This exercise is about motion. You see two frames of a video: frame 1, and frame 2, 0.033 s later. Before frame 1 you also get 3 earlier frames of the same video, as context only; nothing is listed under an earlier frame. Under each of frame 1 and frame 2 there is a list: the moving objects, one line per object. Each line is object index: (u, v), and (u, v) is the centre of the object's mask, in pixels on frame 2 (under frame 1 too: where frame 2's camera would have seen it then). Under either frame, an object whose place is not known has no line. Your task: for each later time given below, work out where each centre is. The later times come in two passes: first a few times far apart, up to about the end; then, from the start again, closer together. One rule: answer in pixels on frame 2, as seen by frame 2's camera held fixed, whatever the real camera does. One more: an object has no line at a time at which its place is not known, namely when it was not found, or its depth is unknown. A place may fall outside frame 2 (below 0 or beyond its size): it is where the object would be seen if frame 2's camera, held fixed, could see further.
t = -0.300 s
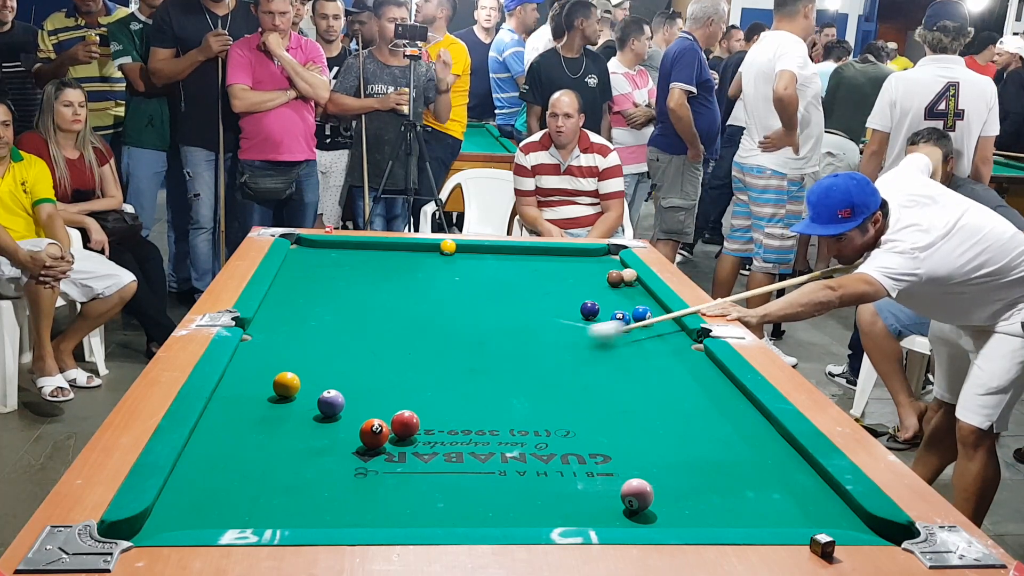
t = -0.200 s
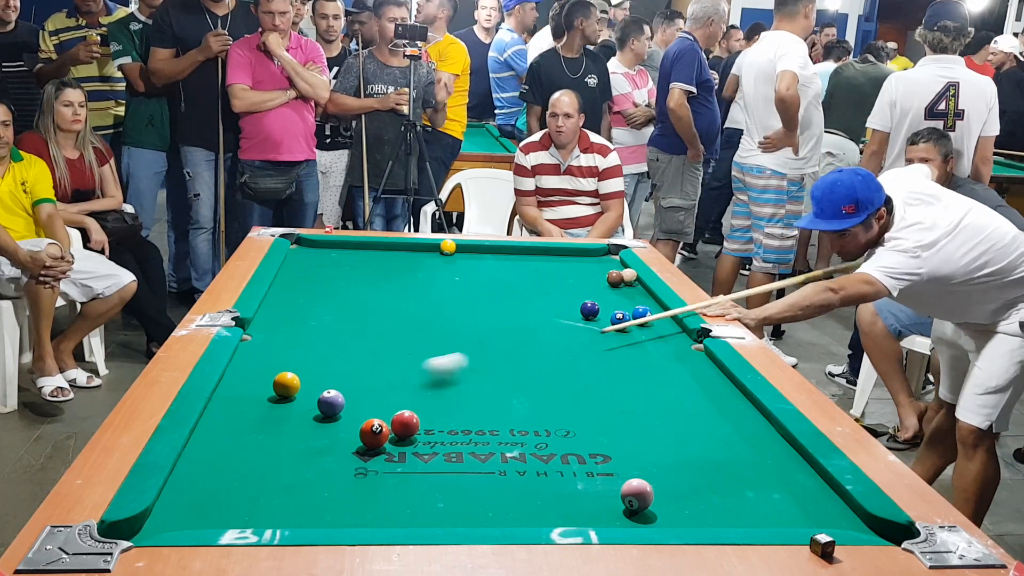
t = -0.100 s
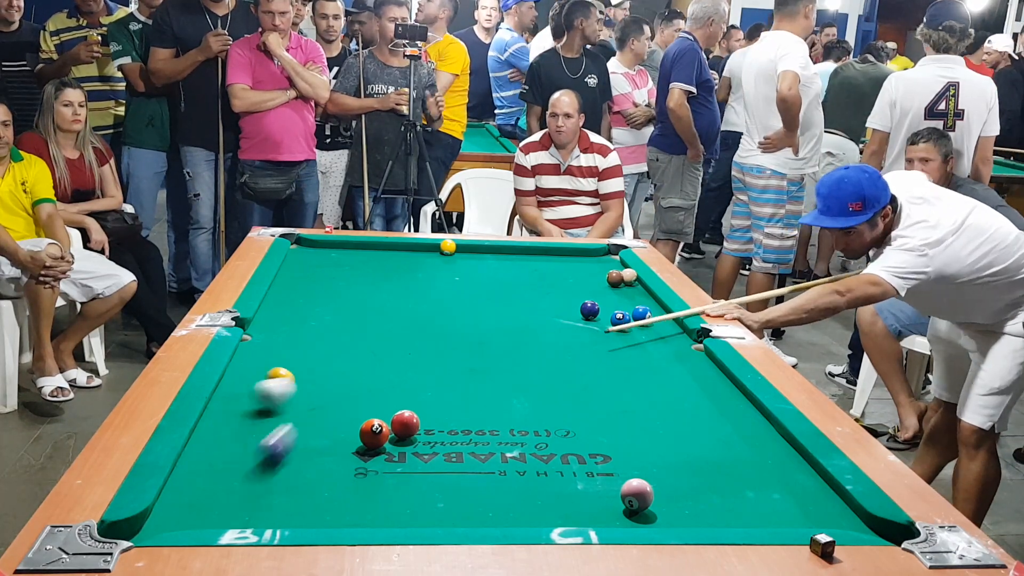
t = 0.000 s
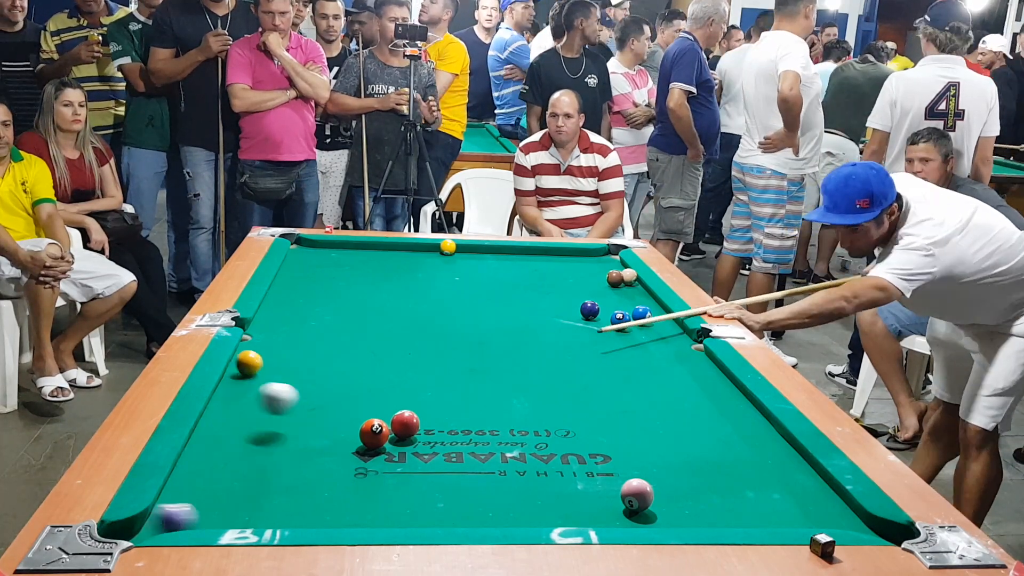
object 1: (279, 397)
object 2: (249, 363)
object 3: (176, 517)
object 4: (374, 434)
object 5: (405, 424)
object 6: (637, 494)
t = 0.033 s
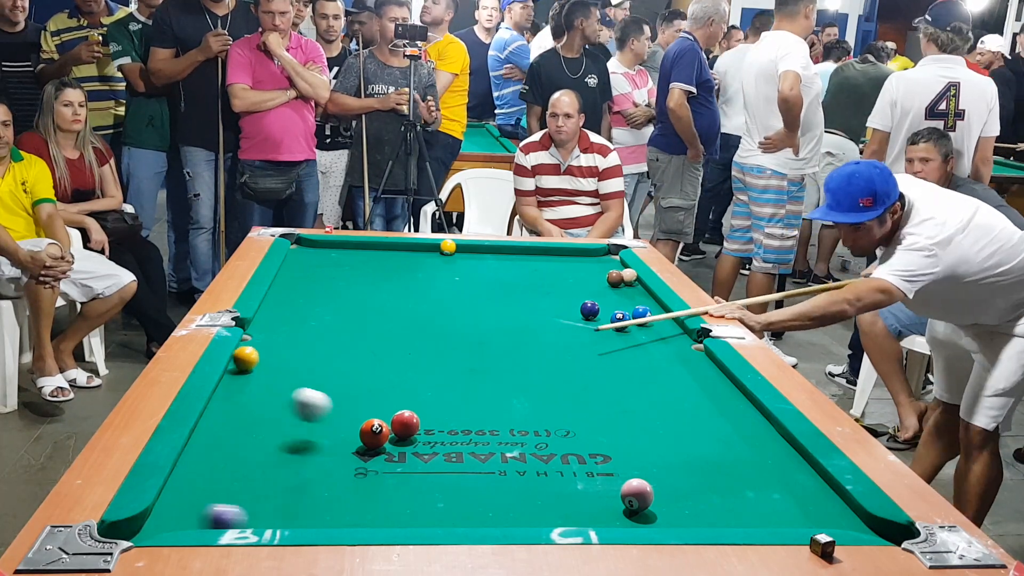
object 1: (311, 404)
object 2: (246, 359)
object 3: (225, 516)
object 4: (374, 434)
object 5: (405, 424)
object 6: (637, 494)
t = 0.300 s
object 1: (416, 506)
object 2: (295, 334)
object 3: (537, 515)
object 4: (510, 464)
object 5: (469, 400)
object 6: (637, 494)
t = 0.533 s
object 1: (477, 475)
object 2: (327, 317)
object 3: (760, 512)
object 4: (611, 490)
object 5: (521, 380)
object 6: (684, 503)
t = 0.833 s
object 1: (536, 432)
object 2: (361, 299)
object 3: (835, 516)
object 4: (657, 504)
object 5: (575, 360)
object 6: (740, 518)
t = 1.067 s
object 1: (571, 405)
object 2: (384, 287)
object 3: (839, 511)
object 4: (667, 507)
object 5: (611, 347)
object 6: (711, 519)
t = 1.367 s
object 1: (608, 376)
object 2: (408, 273)
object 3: (819, 508)
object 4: (652, 502)
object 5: (650, 332)
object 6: (707, 515)
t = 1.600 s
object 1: (631, 359)
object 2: (423, 265)
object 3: (810, 506)
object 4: (644, 500)
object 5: (670, 322)
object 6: (705, 514)
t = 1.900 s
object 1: (656, 340)
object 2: (441, 255)
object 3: (803, 506)
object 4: (642, 499)
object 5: (660, 316)
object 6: (705, 513)
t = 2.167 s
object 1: (675, 326)
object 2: (456, 252)
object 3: (804, 505)
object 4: (643, 499)
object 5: (657, 313)
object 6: (705, 513)
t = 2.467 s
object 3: (805, 506)
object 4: (643, 499)
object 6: (705, 513)
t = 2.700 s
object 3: (805, 506)
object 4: (643, 499)
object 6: (705, 513)
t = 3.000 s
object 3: (805, 506)
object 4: (643, 499)
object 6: (705, 513)
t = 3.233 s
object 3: (805, 506)
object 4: (643, 499)
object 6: (705, 513)
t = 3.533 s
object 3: (805, 506)
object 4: (643, 499)
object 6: (705, 513)
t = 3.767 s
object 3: (805, 506)
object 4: (643, 499)
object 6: (705, 513)
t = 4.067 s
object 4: (643, 499)
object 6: (705, 513)
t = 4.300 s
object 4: (643, 499)
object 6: (705, 513)
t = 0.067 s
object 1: (344, 417)
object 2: (255, 355)
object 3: (271, 516)
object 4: (374, 433)
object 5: (405, 424)
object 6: (637, 495)
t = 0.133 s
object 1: (371, 448)
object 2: (268, 349)
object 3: (359, 516)
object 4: (415, 434)
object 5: (426, 413)
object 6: (637, 494)
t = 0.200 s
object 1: (392, 470)
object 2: (279, 343)
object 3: (436, 516)
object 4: (453, 449)
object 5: (444, 410)
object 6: (637, 495)
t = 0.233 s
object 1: (400, 481)
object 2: (285, 340)
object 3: (471, 515)
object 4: (471, 455)
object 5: (452, 406)
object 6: (637, 494)
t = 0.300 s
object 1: (416, 506)
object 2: (295, 334)
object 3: (537, 515)
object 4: (510, 464)
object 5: (469, 400)
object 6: (637, 494)
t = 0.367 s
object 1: (435, 509)
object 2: (305, 329)
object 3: (603, 514)
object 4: (550, 473)
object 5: (485, 394)
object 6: (637, 495)
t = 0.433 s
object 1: (453, 494)
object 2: (314, 324)
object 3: (667, 513)
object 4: (591, 483)
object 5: (500, 388)
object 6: (637, 494)
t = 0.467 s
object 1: (462, 487)
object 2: (318, 322)
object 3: (698, 513)
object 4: (605, 488)
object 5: (507, 385)
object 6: (643, 494)
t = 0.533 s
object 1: (477, 475)
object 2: (327, 317)
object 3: (760, 512)
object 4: (611, 490)
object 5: (521, 380)
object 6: (684, 503)
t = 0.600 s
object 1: (492, 465)
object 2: (335, 313)
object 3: (820, 512)
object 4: (621, 492)
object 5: (534, 375)
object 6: (719, 511)
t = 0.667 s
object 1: (505, 454)
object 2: (343, 308)
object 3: (840, 515)
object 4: (631, 496)
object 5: (546, 371)
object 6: (750, 515)
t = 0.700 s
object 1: (512, 449)
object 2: (347, 306)
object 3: (825, 518)
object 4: (637, 497)
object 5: (552, 369)
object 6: (765, 517)
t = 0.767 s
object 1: (524, 441)
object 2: (354, 302)
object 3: (822, 518)
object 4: (647, 501)
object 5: (564, 364)
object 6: (763, 519)
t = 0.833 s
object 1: (536, 432)
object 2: (361, 299)
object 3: (835, 516)
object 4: (657, 504)
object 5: (575, 360)
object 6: (740, 518)
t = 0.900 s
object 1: (546, 423)
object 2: (368, 295)
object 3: (843, 514)
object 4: (666, 507)
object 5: (586, 356)
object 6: (724, 517)
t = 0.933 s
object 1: (551, 419)
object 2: (371, 293)
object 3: (847, 513)
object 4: (671, 508)
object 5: (591, 354)
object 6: (716, 517)
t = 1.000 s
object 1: (562, 411)
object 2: (377, 290)
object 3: (845, 512)
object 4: (673, 508)
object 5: (601, 350)
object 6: (710, 518)
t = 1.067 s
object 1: (571, 405)
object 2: (384, 287)
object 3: (839, 511)
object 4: (667, 507)
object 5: (611, 347)
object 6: (711, 519)
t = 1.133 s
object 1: (579, 398)
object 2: (389, 283)
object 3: (834, 511)
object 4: (663, 506)
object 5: (620, 343)
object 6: (710, 518)
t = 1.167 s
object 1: (584, 394)
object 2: (392, 282)
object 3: (832, 510)
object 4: (661, 505)
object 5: (625, 342)
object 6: (710, 518)
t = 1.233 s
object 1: (592, 388)
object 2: (397, 279)
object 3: (827, 510)
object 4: (658, 504)
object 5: (633, 338)
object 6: (708, 517)
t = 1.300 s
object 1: (600, 382)
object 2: (402, 276)
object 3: (823, 509)
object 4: (654, 503)
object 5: (642, 335)
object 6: (708, 516)
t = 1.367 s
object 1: (608, 376)
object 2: (408, 273)
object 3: (819, 508)
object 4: (652, 502)
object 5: (650, 332)
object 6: (707, 515)
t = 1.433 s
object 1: (615, 371)
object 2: (412, 271)
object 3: (816, 507)
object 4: (649, 501)
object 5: (657, 329)
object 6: (706, 515)
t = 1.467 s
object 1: (618, 369)
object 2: (415, 270)
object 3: (815, 507)
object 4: (648, 501)
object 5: (661, 328)
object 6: (706, 514)
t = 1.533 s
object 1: (625, 364)
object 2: (419, 267)
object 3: (812, 507)
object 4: (646, 500)
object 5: (668, 325)
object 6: (705, 514)
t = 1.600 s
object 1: (631, 359)
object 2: (423, 265)
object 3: (810, 506)
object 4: (644, 500)
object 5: (670, 322)
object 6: (705, 514)
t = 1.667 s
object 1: (637, 355)
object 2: (428, 263)
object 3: (808, 506)
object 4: (642, 499)
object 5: (663, 320)
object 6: (705, 513)
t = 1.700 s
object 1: (640, 353)
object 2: (430, 262)
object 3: (807, 506)
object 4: (642, 499)
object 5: (661, 319)
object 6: (705, 513)
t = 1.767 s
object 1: (646, 348)
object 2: (433, 259)
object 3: (805, 505)
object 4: (641, 498)
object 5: (661, 318)
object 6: (705, 513)
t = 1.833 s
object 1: (651, 344)
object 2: (437, 257)
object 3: (804, 506)
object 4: (641, 498)
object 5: (660, 317)
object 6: (705, 513)
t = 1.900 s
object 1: (656, 340)
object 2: (441, 255)
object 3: (803, 506)
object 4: (642, 499)
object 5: (660, 316)
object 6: (705, 513)
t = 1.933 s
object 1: (659, 338)
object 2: (443, 254)
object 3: (803, 506)
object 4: (642, 499)
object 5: (659, 315)
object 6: (705, 513)
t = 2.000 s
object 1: (664, 334)
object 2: (446, 252)
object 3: (803, 505)
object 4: (642, 499)
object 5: (659, 314)
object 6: (705, 513)
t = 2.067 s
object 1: (669, 331)
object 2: (450, 251)
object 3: (804, 506)
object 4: (643, 499)
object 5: (658, 313)
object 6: (705, 513)
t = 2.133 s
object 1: (673, 327)
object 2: (453, 252)
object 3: (804, 505)
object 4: (643, 499)
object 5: (657, 313)
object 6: (705, 513)
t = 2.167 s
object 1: (675, 326)
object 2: (456, 252)
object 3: (804, 505)
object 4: (643, 499)
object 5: (657, 313)
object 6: (705, 513)
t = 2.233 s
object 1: (669, 323)
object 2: (459, 253)
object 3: (805, 506)
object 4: (643, 499)
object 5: (655, 311)
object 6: (705, 513)
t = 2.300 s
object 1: (663, 320)
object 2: (462, 253)
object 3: (805, 506)
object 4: (643, 499)
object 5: (654, 309)
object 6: (705, 513)
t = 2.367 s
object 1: (658, 317)
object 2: (466, 253)
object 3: (805, 505)
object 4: (643, 499)
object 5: (654, 305)
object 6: (705, 513)
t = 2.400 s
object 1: (656, 316)
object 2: (467, 253)
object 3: (805, 506)
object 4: (643, 499)
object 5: (656, 304)
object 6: (705, 513)
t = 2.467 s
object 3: (805, 506)
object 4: (643, 499)
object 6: (705, 513)
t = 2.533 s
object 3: (805, 506)
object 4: (643, 499)
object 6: (705, 513)
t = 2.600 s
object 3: (805, 506)
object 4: (643, 499)
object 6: (705, 513)
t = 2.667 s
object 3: (805, 506)
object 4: (643, 499)
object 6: (705, 513)
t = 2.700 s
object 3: (805, 506)
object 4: (643, 499)
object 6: (705, 513)
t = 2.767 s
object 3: (805, 506)
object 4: (643, 499)
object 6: (705, 513)
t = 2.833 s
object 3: (805, 506)
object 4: (643, 499)
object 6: (705, 513)
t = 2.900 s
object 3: (805, 506)
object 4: (643, 499)
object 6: (705, 513)
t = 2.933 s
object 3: (805, 506)
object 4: (643, 499)
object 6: (705, 513)
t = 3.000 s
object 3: (805, 506)
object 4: (643, 499)
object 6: (705, 513)
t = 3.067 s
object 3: (805, 506)
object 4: (643, 499)
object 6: (705, 513)
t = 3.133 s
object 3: (805, 506)
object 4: (643, 499)
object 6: (705, 513)
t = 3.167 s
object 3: (805, 506)
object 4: (643, 499)
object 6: (705, 513)
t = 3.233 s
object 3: (805, 506)
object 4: (643, 499)
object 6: (705, 513)
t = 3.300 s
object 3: (805, 506)
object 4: (643, 499)
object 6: (705, 513)
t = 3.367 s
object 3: (805, 506)
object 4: (643, 499)
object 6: (705, 513)
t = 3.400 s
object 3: (805, 506)
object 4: (643, 499)
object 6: (705, 513)
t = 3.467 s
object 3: (805, 506)
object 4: (643, 499)
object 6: (705, 513)
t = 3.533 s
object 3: (805, 506)
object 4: (643, 499)
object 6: (705, 513)
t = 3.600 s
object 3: (805, 506)
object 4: (643, 499)
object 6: (705, 513)
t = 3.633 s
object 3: (805, 506)
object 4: (643, 499)
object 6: (705, 513)
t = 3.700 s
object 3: (805, 506)
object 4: (643, 499)
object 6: (705, 513)
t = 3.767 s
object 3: (805, 506)
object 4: (643, 499)
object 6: (705, 513)
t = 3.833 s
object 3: (805, 506)
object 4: (643, 499)
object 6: (705, 513)
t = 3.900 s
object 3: (805, 506)
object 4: (643, 499)
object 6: (705, 513)
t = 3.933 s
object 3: (805, 506)
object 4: (643, 499)
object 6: (705, 513)
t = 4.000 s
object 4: (643, 499)
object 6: (705, 513)
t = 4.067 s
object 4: (643, 499)
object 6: (705, 513)
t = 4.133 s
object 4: (643, 499)
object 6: (705, 513)
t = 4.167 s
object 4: (643, 499)
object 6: (705, 513)
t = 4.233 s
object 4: (643, 499)
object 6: (705, 513)
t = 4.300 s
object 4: (643, 499)
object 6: (705, 513)
